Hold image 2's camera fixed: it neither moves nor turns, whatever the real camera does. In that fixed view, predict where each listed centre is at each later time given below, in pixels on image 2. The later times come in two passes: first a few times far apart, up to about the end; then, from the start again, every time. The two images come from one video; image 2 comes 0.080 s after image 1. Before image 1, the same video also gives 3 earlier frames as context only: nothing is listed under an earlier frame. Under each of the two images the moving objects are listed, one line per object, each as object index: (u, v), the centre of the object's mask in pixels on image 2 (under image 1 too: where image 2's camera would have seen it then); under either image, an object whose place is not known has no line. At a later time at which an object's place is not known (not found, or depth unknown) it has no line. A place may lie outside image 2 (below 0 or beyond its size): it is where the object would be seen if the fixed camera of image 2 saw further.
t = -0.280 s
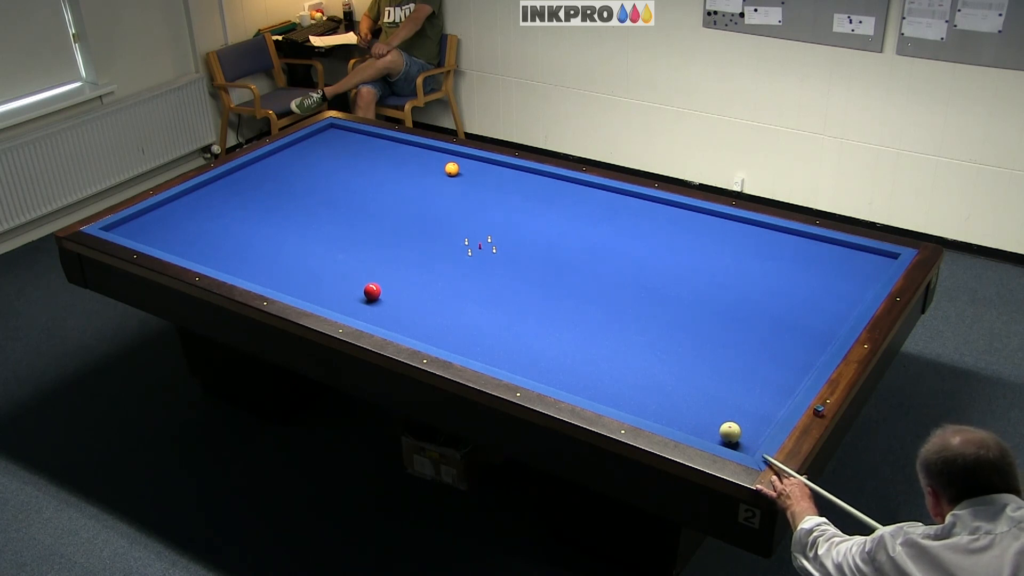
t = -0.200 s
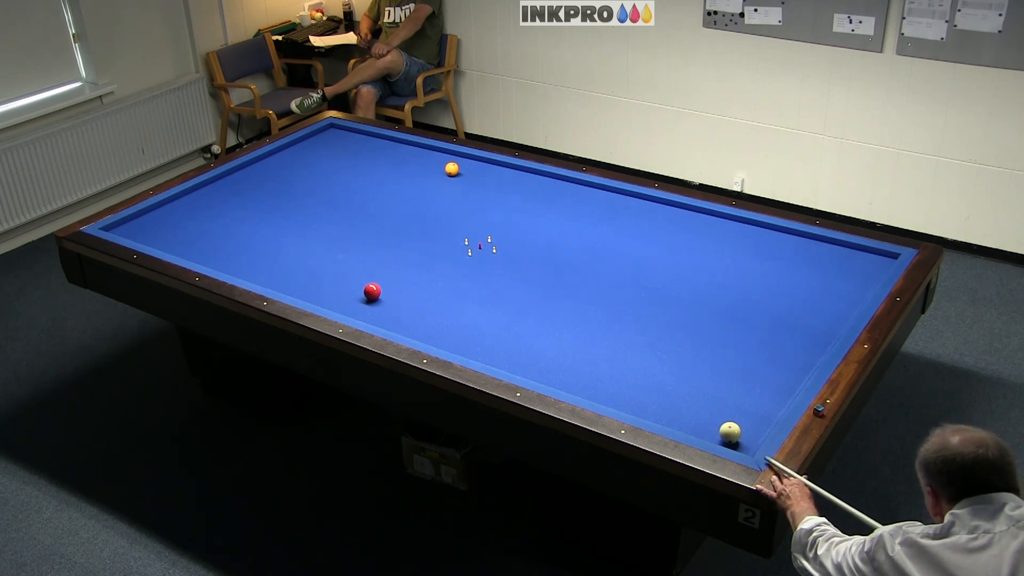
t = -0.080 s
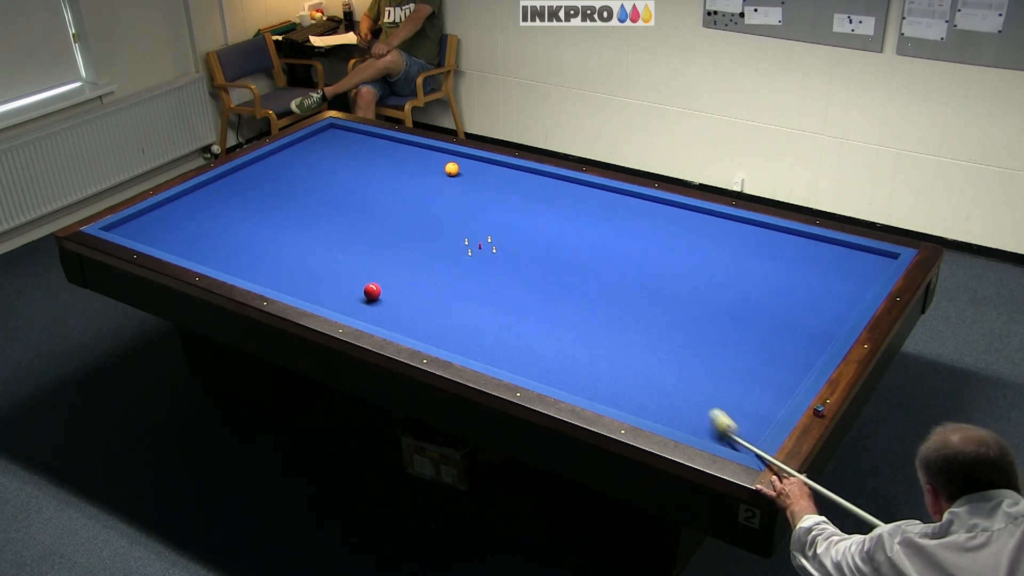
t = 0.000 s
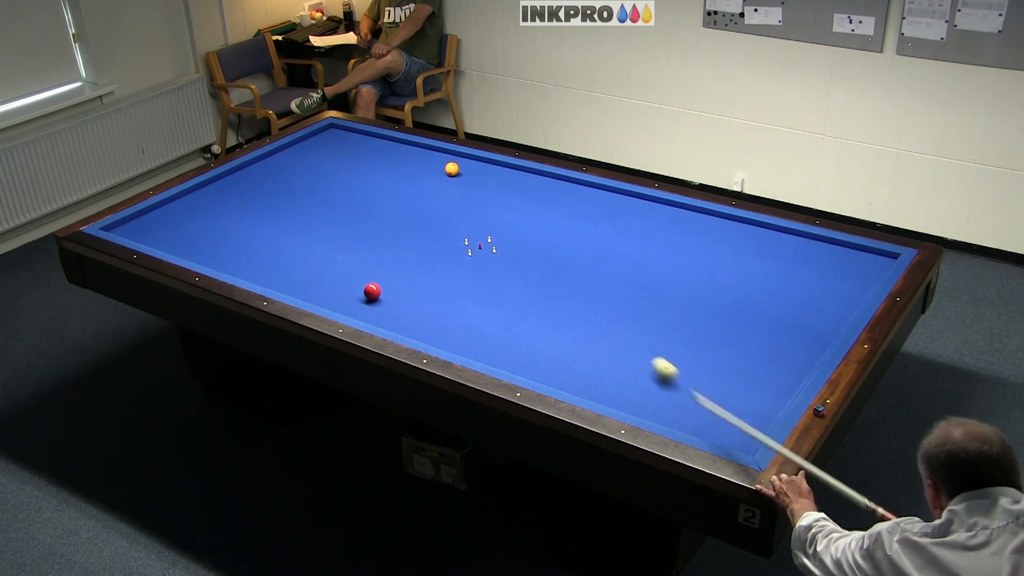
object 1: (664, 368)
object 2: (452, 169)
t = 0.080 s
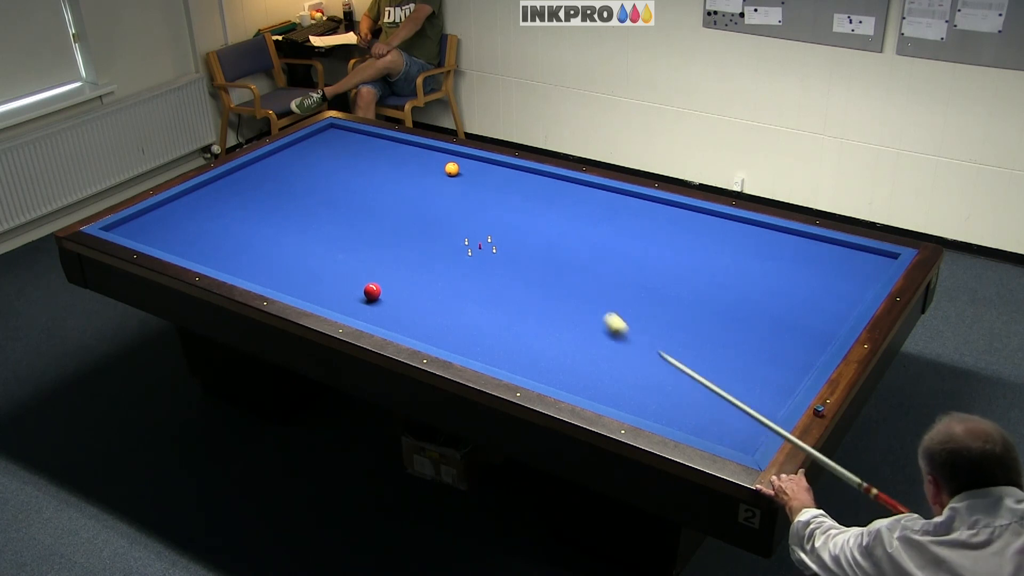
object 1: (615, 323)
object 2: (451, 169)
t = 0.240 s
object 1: (539, 254)
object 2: (452, 169)
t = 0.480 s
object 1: (460, 181)
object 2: (451, 169)
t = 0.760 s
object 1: (413, 174)
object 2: (388, 160)
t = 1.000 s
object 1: (381, 173)
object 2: (315, 169)
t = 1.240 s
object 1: (350, 173)
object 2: (242, 178)
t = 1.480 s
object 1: (320, 172)
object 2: (197, 196)
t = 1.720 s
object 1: (291, 172)
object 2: (172, 223)
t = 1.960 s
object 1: (262, 172)
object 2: (165, 243)
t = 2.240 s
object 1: (232, 172)
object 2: (222, 238)
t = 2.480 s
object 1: (235, 178)
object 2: (269, 235)
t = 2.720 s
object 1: (237, 184)
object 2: (315, 231)
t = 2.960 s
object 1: (239, 191)
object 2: (361, 228)
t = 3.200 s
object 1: (241, 197)
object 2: (406, 224)
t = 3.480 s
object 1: (244, 204)
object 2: (456, 220)
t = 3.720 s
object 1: (246, 210)
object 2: (499, 217)
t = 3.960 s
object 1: (248, 216)
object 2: (540, 215)
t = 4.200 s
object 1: (250, 222)
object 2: (581, 212)
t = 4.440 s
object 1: (253, 228)
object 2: (620, 209)
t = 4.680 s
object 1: (255, 233)
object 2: (658, 207)
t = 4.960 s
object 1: (258, 239)
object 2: (684, 212)
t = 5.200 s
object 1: (260, 244)
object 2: (697, 221)
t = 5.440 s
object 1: (263, 249)
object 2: (711, 230)
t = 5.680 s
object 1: (265, 254)
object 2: (724, 239)
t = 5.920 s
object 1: (267, 259)
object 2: (738, 243)
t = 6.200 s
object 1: (269, 264)
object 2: (752, 259)
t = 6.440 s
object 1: (271, 268)
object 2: (765, 268)
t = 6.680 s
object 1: (273, 272)
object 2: (777, 277)
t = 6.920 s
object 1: (275, 276)
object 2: (790, 286)
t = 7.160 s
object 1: (277, 279)
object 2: (802, 294)
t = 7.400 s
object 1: (279, 282)
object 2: (814, 303)
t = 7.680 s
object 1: (281, 285)
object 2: (828, 312)
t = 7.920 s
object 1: (283, 286)
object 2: (839, 320)
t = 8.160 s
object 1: (285, 288)
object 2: (835, 323)
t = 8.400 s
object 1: (287, 289)
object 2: (826, 323)
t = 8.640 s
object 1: (289, 289)
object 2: (818, 324)
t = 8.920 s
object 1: (291, 290)
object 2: (809, 325)
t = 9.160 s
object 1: (292, 290)
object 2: (802, 325)
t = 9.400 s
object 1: (293, 290)
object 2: (796, 325)
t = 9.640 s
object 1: (293, 289)
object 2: (791, 326)
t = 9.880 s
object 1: (293, 290)
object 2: (787, 326)
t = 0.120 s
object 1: (593, 304)
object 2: (452, 169)
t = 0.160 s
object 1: (574, 286)
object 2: (452, 169)
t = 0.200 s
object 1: (555, 269)
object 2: (452, 169)
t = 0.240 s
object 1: (539, 254)
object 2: (452, 169)
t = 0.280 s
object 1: (523, 239)
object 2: (452, 169)
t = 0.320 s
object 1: (508, 226)
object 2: (452, 169)
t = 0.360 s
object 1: (495, 214)
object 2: (452, 169)
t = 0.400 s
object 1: (482, 202)
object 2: (452, 169)
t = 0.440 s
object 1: (470, 191)
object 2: (452, 169)
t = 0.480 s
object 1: (460, 181)
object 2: (451, 169)
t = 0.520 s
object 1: (450, 174)
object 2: (451, 165)
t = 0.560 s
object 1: (443, 174)
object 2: (449, 159)
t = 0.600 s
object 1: (436, 174)
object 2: (446, 152)
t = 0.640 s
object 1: (430, 174)
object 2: (430, 154)
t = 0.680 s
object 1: (424, 174)
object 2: (416, 156)
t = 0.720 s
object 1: (419, 174)
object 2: (401, 158)
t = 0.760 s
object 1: (413, 174)
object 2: (388, 160)
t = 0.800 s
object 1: (408, 174)
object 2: (375, 162)
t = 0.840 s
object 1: (402, 173)
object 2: (363, 163)
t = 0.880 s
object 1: (397, 173)
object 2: (351, 165)
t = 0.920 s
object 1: (392, 173)
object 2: (339, 166)
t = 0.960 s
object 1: (386, 173)
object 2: (327, 168)
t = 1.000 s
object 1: (381, 173)
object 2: (315, 169)
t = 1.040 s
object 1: (376, 173)
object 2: (303, 171)
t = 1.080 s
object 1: (370, 173)
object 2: (291, 172)
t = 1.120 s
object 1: (365, 173)
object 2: (279, 174)
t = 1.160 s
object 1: (360, 173)
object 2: (266, 175)
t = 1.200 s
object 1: (355, 173)
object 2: (255, 177)
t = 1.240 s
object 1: (350, 173)
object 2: (242, 178)
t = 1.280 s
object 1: (345, 173)
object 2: (230, 180)
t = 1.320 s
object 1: (340, 173)
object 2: (218, 181)
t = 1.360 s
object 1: (335, 173)
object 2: (207, 183)
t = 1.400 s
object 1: (329, 173)
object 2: (204, 188)
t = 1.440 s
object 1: (325, 172)
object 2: (201, 192)
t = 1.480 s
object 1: (320, 172)
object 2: (197, 196)
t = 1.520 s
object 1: (315, 172)
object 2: (193, 201)
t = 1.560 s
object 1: (310, 172)
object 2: (189, 205)
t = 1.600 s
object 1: (305, 172)
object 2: (185, 209)
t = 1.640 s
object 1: (300, 172)
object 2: (180, 214)
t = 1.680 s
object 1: (295, 172)
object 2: (176, 218)
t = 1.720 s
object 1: (291, 172)
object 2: (172, 223)
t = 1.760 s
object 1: (286, 172)
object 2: (168, 228)
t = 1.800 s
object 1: (281, 172)
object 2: (163, 232)
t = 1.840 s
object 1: (276, 172)
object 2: (159, 237)
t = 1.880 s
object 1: (272, 172)
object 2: (154, 240)
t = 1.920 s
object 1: (267, 172)
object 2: (155, 242)
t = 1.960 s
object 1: (262, 172)
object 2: (165, 243)
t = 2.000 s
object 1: (258, 172)
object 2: (174, 242)
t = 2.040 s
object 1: (253, 172)
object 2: (182, 241)
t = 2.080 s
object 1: (248, 171)
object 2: (191, 240)
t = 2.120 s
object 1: (244, 171)
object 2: (198, 240)
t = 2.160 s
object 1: (239, 171)
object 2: (206, 239)
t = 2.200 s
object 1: (235, 171)
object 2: (214, 239)
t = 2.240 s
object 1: (232, 172)
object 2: (222, 238)
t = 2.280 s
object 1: (233, 173)
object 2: (230, 238)
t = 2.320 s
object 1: (233, 174)
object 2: (238, 237)
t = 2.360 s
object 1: (234, 175)
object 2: (246, 236)
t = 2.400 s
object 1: (234, 176)
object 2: (254, 236)
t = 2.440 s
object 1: (234, 177)
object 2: (262, 235)
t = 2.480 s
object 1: (235, 178)
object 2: (269, 235)
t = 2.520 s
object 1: (235, 179)
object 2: (277, 234)
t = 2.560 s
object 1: (236, 180)
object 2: (285, 233)
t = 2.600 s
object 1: (236, 181)
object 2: (293, 233)
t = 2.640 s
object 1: (236, 183)
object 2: (300, 232)
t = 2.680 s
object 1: (237, 183)
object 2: (308, 232)
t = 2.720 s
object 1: (237, 184)
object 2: (315, 231)
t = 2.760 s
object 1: (237, 186)
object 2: (323, 230)
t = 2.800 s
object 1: (238, 187)
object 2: (331, 230)
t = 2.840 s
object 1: (238, 188)
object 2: (338, 229)
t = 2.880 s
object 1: (238, 189)
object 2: (346, 229)
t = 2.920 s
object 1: (239, 190)
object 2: (354, 228)
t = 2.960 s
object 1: (239, 191)
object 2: (361, 228)
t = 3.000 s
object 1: (240, 192)
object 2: (369, 227)
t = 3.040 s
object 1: (240, 193)
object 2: (376, 226)
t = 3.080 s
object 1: (240, 194)
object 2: (384, 226)
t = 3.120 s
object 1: (241, 195)
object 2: (391, 225)
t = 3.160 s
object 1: (241, 196)
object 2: (398, 225)
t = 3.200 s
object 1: (241, 197)
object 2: (406, 224)
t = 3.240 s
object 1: (242, 198)
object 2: (413, 224)
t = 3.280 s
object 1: (242, 199)
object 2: (420, 223)
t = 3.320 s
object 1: (242, 200)
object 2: (427, 222)
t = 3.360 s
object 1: (243, 201)
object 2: (434, 222)
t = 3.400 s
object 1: (243, 202)
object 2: (442, 222)
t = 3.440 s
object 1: (244, 203)
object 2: (449, 221)
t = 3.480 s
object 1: (244, 204)
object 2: (456, 220)
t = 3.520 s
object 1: (244, 205)
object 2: (463, 220)
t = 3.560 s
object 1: (245, 206)
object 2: (471, 220)
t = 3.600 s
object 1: (245, 207)
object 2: (478, 219)
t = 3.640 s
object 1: (246, 208)
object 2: (485, 218)
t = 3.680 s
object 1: (246, 209)
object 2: (492, 218)
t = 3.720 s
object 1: (246, 210)
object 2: (499, 217)
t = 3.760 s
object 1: (247, 211)
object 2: (506, 217)
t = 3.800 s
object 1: (247, 212)
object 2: (512, 217)
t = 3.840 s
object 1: (247, 213)
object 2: (520, 216)
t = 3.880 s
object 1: (248, 214)
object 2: (527, 215)
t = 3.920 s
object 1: (248, 215)
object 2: (533, 215)
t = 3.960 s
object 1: (248, 216)
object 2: (540, 215)
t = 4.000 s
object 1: (249, 217)
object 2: (547, 214)
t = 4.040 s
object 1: (249, 218)
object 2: (554, 214)
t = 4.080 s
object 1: (249, 219)
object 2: (561, 213)
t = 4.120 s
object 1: (250, 220)
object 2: (567, 213)
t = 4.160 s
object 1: (250, 221)
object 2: (574, 212)
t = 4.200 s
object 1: (250, 222)
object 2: (581, 212)
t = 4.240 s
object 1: (251, 223)
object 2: (587, 211)
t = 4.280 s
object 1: (251, 224)
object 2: (594, 211)
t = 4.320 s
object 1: (252, 225)
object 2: (601, 211)
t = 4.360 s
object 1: (252, 225)
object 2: (607, 210)
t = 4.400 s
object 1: (252, 227)
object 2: (614, 210)
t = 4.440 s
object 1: (253, 228)
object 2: (620, 209)
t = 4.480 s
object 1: (253, 228)
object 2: (626, 209)
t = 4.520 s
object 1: (254, 229)
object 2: (633, 208)
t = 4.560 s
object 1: (254, 230)
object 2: (639, 208)
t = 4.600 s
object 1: (254, 231)
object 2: (646, 208)
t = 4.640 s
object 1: (255, 232)
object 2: (652, 207)
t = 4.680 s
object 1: (255, 233)
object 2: (658, 207)
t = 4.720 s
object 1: (256, 234)
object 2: (665, 206)
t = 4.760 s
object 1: (256, 234)
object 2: (671, 206)
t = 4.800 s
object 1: (256, 236)
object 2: (675, 206)
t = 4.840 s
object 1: (257, 236)
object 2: (677, 208)
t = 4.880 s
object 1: (257, 237)
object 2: (680, 209)
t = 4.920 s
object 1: (258, 238)
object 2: (682, 211)
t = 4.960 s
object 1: (258, 239)
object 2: (684, 212)
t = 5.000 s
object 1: (258, 240)
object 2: (686, 214)
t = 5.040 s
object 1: (259, 241)
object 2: (688, 215)
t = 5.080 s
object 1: (259, 242)
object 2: (691, 217)
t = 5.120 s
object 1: (259, 243)
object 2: (693, 218)
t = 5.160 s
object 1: (260, 244)
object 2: (695, 220)
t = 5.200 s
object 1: (260, 244)
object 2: (697, 221)
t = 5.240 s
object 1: (261, 245)
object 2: (700, 223)
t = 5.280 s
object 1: (261, 246)
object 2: (702, 224)
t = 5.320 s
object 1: (261, 247)
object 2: (704, 226)
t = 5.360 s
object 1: (262, 248)
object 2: (706, 227)
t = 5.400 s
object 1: (262, 248)
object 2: (708, 229)
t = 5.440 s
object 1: (263, 249)
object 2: (711, 230)
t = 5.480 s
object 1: (263, 250)
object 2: (713, 232)
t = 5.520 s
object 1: (263, 251)
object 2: (715, 233)
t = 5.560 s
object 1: (264, 252)
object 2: (717, 235)
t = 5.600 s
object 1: (264, 252)
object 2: (719, 236)
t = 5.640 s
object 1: (265, 253)
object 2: (722, 238)
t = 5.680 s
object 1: (265, 254)
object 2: (724, 239)
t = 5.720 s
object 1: (265, 255)
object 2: (726, 241)
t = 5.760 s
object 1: (266, 255)
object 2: (728, 242)
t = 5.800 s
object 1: (266, 257)
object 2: (730, 244)
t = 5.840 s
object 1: (266, 257)
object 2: (732, 245)
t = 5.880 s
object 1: (267, 258)
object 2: (735, 247)
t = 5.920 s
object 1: (267, 259)
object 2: (738, 243)
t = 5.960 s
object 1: (267, 260)
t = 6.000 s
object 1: (268, 260)
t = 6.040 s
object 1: (268, 261)
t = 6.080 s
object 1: (268, 262)
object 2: (742, 251)
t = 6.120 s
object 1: (269, 263)
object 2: (747, 256)
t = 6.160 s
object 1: (269, 263)
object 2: (750, 257)
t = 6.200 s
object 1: (269, 264)
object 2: (752, 259)
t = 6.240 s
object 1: (270, 265)
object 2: (754, 260)
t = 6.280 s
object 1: (270, 265)
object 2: (756, 262)
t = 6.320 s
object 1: (270, 266)
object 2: (758, 263)
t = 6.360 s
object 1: (271, 267)
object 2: (760, 265)
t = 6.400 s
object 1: (271, 268)
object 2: (763, 266)
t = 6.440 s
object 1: (271, 268)
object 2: (765, 268)
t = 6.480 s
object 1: (272, 269)
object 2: (767, 269)
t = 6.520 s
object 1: (272, 270)
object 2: (769, 271)
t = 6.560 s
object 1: (272, 270)
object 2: (771, 272)
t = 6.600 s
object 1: (273, 271)
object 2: (773, 274)
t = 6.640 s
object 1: (273, 271)
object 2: (775, 275)
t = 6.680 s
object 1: (273, 272)
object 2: (777, 277)
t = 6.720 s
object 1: (274, 273)
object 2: (779, 278)
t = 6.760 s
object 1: (274, 273)
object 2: (781, 280)
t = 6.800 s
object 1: (274, 274)
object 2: (784, 281)
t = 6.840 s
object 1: (274, 274)
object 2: (786, 283)
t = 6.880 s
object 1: (275, 275)
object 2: (787, 284)
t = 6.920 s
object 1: (275, 276)
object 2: (790, 286)
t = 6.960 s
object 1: (276, 276)
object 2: (792, 287)
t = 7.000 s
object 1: (276, 277)
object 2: (794, 288)
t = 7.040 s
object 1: (276, 277)
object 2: (796, 290)
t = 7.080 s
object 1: (276, 278)
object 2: (798, 291)
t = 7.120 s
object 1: (277, 279)
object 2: (800, 293)
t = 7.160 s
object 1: (277, 279)
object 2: (802, 294)
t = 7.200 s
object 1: (277, 280)
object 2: (804, 296)
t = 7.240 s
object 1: (277, 280)
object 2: (806, 297)
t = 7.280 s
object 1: (278, 281)
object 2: (808, 299)
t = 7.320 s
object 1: (278, 281)
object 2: (810, 300)
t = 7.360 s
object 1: (279, 282)
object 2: (812, 301)
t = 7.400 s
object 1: (279, 282)
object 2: (814, 303)
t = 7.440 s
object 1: (279, 283)
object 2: (816, 304)
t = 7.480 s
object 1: (279, 283)
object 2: (818, 305)
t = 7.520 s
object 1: (280, 283)
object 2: (820, 307)
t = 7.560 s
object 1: (280, 283)
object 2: (822, 308)
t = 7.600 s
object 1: (280, 284)
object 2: (824, 310)
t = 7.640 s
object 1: (281, 284)
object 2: (826, 311)
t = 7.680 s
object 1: (281, 285)
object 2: (828, 312)
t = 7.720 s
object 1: (281, 285)
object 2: (830, 314)
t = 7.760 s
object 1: (282, 285)
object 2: (832, 315)
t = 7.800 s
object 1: (282, 286)
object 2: (834, 317)
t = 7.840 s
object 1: (282, 286)
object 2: (836, 318)
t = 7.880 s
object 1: (283, 286)
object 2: (838, 319)
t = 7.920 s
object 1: (283, 286)
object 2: (839, 320)
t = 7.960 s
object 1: (283, 287)
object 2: (841, 321)
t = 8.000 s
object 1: (284, 286)
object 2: (841, 322)
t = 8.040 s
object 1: (284, 287)
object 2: (839, 322)
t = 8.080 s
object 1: (284, 287)
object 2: (838, 322)
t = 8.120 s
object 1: (284, 288)
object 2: (837, 323)
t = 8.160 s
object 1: (285, 288)
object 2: (835, 323)
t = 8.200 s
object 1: (285, 288)
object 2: (834, 323)
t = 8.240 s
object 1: (285, 288)
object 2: (832, 323)
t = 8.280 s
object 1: (286, 288)
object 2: (830, 323)
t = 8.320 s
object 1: (286, 288)
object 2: (829, 323)
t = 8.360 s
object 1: (287, 288)
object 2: (827, 323)
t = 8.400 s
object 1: (287, 289)
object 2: (826, 323)
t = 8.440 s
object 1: (288, 289)
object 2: (825, 323)
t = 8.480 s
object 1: (288, 289)
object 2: (823, 323)
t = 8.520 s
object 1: (288, 288)
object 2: (822, 323)
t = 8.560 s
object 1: (289, 289)
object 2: (820, 324)
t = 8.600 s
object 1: (289, 289)
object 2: (819, 324)
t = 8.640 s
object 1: (289, 289)
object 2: (818, 324)
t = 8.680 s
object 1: (290, 289)
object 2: (816, 324)
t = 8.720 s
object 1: (290, 289)
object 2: (815, 324)
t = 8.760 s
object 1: (290, 289)
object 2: (814, 324)
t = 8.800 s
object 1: (290, 289)
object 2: (812, 324)
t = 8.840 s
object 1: (291, 289)
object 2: (811, 324)
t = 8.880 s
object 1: (291, 289)
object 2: (810, 325)
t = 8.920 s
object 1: (291, 290)
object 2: (809, 325)
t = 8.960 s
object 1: (291, 289)
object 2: (808, 325)
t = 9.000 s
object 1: (292, 290)
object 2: (807, 325)
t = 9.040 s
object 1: (292, 289)
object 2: (805, 325)
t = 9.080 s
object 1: (292, 290)
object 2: (804, 325)
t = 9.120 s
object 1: (292, 289)
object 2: (803, 325)
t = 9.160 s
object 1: (292, 290)
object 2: (802, 325)
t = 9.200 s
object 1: (292, 290)
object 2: (801, 325)
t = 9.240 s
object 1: (292, 290)
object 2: (800, 325)
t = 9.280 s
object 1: (293, 290)
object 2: (799, 325)
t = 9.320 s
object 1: (292, 289)
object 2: (798, 325)
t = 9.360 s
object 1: (292, 289)
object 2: (797, 325)
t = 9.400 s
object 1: (293, 290)
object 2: (796, 325)
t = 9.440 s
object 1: (292, 289)
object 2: (795, 325)
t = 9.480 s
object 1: (293, 290)
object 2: (795, 325)
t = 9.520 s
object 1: (292, 290)
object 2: (793, 325)
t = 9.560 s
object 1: (292, 289)
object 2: (793, 326)
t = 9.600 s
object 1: (293, 290)
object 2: (792, 326)
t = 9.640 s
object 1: (293, 289)
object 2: (791, 326)
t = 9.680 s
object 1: (292, 289)
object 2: (790, 326)
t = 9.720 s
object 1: (292, 289)
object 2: (789, 326)
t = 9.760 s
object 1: (292, 290)
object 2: (788, 326)
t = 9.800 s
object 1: (292, 290)
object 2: (788, 326)
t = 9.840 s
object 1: (292, 290)
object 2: (787, 326)
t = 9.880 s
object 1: (293, 290)
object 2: (787, 326)
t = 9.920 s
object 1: (293, 290)
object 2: (786, 326)
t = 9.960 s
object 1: (292, 290)
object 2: (785, 326)
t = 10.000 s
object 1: (292, 290)
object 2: (784, 326)
